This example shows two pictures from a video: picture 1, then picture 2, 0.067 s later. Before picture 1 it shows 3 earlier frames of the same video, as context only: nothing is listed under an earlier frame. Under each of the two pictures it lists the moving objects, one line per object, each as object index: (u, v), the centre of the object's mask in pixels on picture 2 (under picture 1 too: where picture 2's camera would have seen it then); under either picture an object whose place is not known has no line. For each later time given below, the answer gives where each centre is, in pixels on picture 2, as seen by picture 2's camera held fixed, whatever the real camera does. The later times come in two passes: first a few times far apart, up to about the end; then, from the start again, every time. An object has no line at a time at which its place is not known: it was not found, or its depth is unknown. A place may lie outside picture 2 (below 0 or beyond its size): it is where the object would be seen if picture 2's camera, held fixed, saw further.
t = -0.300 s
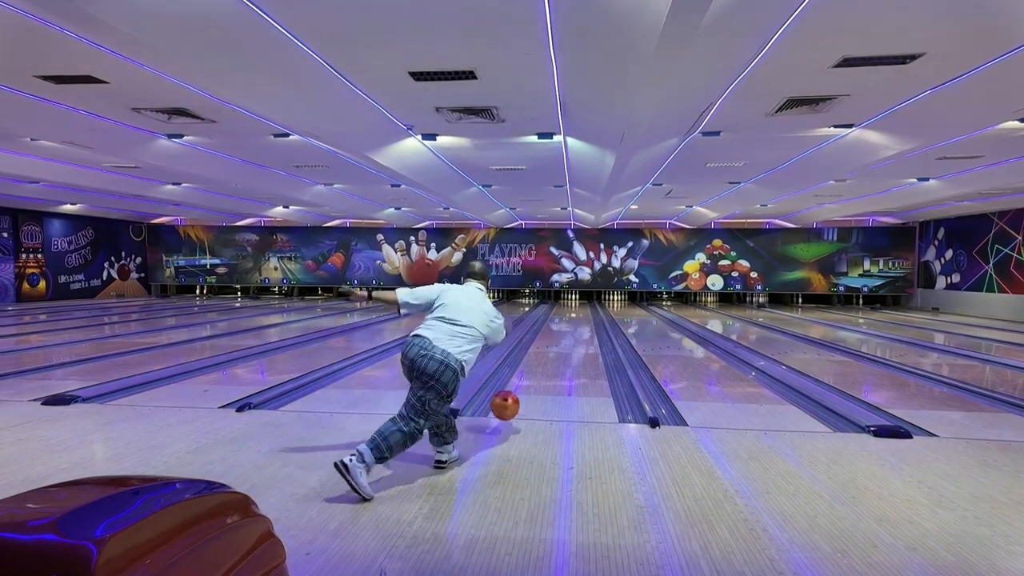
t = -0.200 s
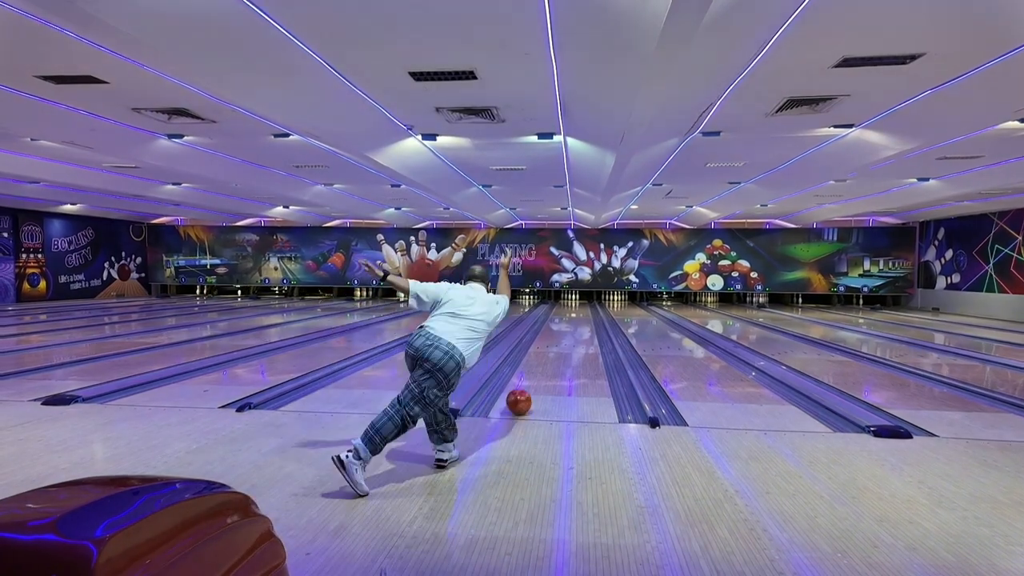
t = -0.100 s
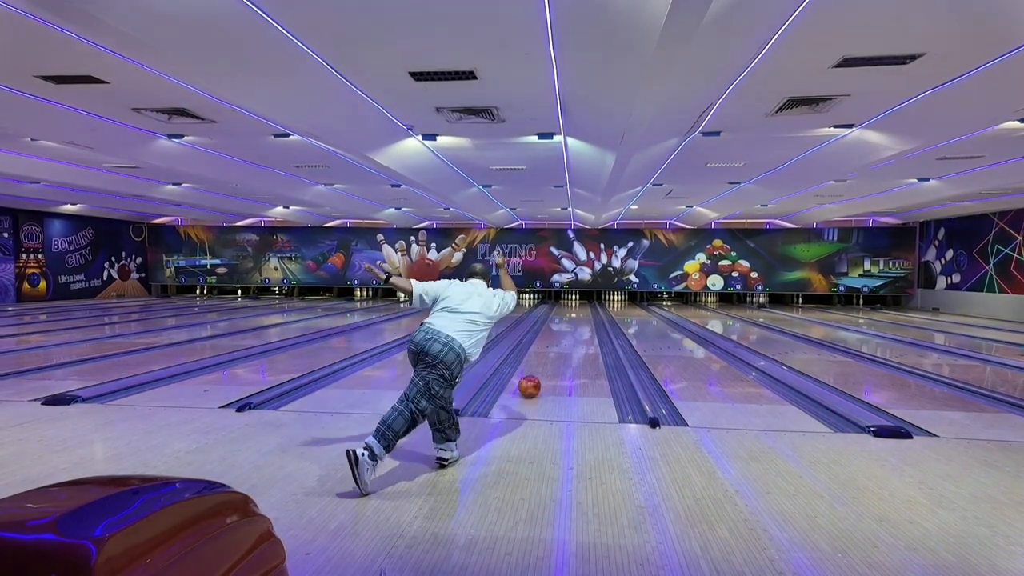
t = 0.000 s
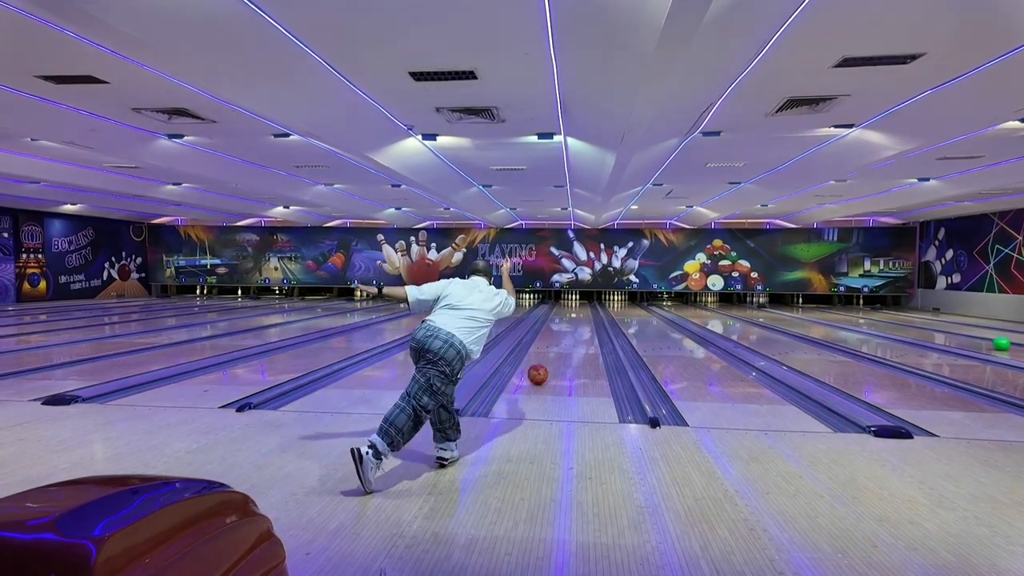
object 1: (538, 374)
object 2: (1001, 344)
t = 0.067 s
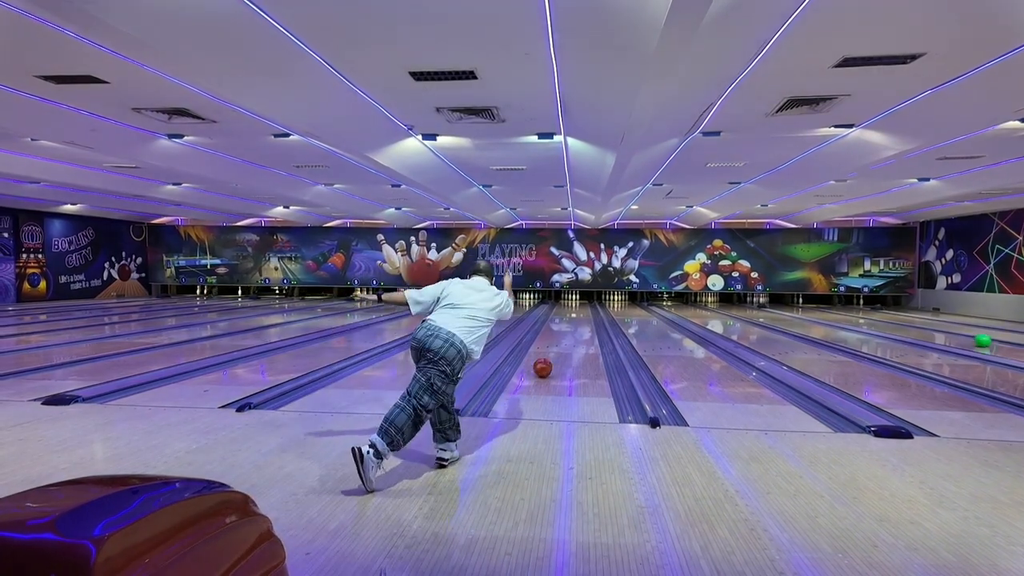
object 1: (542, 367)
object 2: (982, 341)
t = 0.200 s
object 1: (550, 357)
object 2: (951, 335)
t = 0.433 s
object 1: (560, 342)
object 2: (905, 328)
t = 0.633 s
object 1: (565, 334)
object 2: (875, 322)
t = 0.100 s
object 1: (545, 365)
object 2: (974, 339)
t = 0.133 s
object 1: (546, 362)
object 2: (966, 338)
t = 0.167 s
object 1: (548, 359)
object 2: (958, 336)
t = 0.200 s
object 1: (550, 357)
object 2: (951, 335)
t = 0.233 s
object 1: (552, 354)
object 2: (943, 334)
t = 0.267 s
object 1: (553, 352)
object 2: (936, 333)
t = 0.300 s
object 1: (555, 350)
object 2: (930, 331)
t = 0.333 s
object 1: (556, 348)
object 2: (923, 330)
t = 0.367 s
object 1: (557, 346)
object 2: (917, 329)
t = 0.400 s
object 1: (558, 344)
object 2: (911, 328)
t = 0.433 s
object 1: (560, 342)
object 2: (905, 328)
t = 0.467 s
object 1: (561, 341)
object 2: (900, 326)
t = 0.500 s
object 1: (562, 339)
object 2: (894, 326)
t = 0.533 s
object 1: (563, 338)
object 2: (889, 325)
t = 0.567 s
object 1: (563, 336)
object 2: (884, 324)
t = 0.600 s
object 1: (564, 335)
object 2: (880, 323)
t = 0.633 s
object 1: (565, 334)
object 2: (875, 322)
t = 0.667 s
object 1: (566, 332)
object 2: (870, 321)
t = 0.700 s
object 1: (567, 331)
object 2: (865, 321)
